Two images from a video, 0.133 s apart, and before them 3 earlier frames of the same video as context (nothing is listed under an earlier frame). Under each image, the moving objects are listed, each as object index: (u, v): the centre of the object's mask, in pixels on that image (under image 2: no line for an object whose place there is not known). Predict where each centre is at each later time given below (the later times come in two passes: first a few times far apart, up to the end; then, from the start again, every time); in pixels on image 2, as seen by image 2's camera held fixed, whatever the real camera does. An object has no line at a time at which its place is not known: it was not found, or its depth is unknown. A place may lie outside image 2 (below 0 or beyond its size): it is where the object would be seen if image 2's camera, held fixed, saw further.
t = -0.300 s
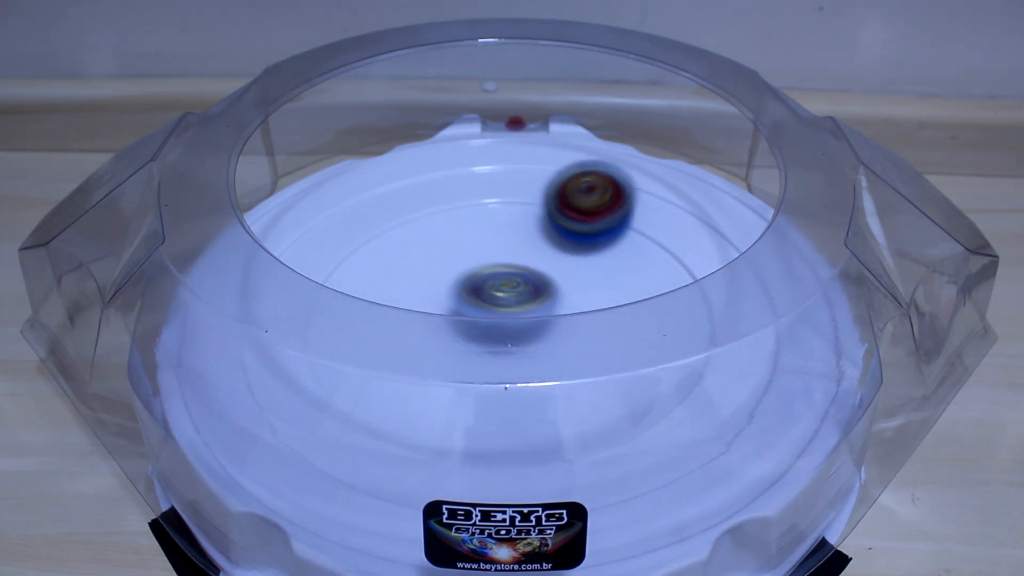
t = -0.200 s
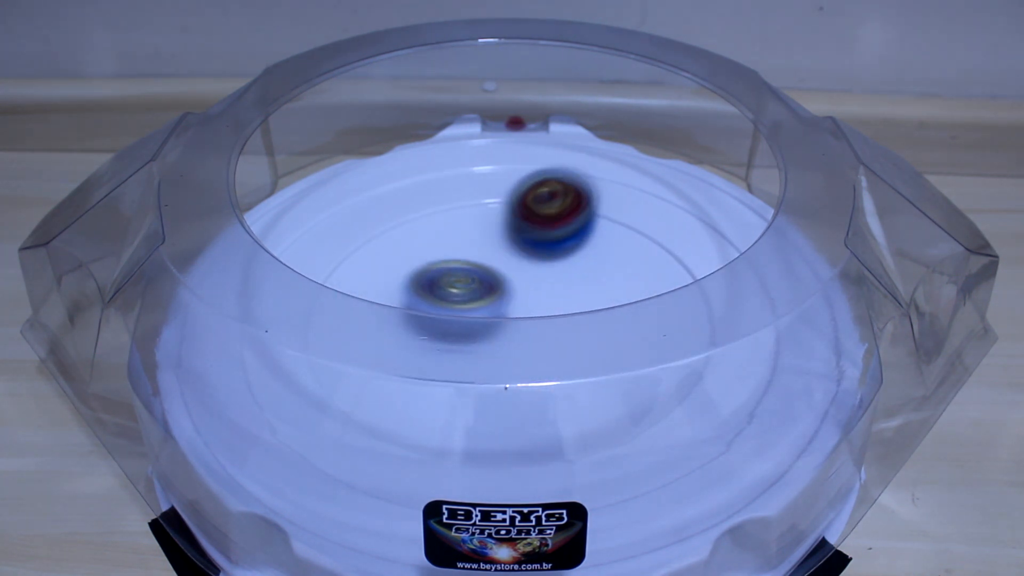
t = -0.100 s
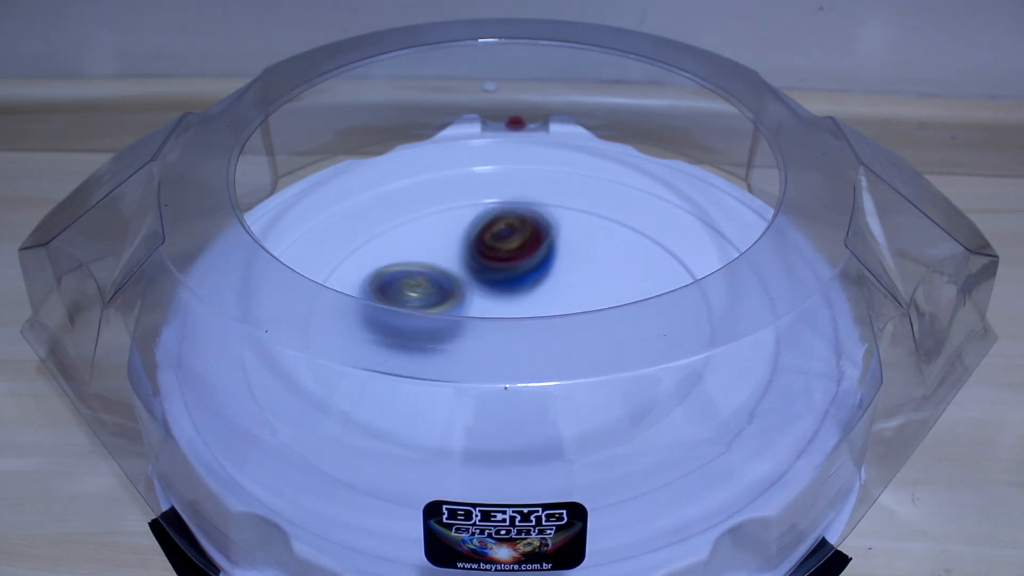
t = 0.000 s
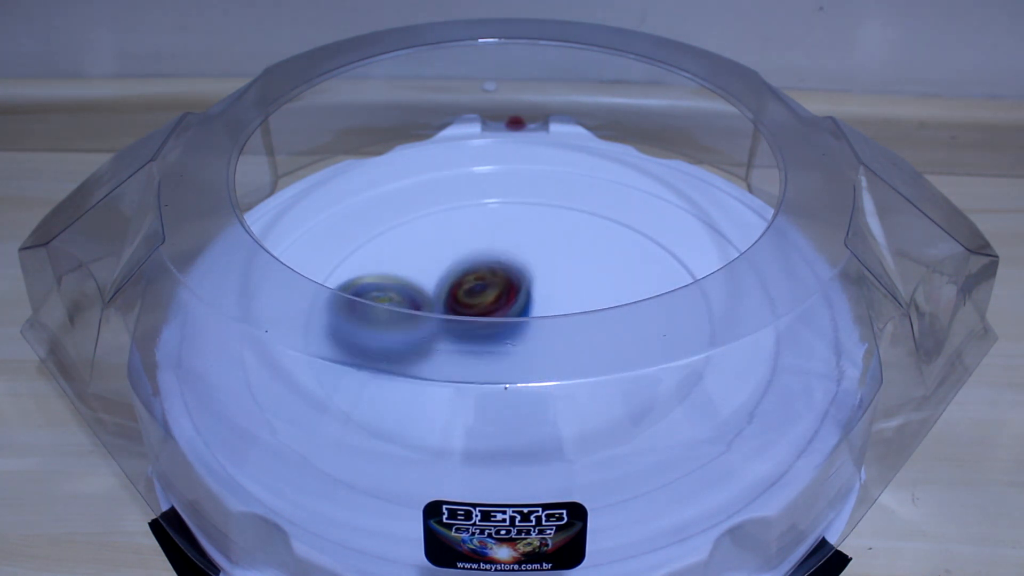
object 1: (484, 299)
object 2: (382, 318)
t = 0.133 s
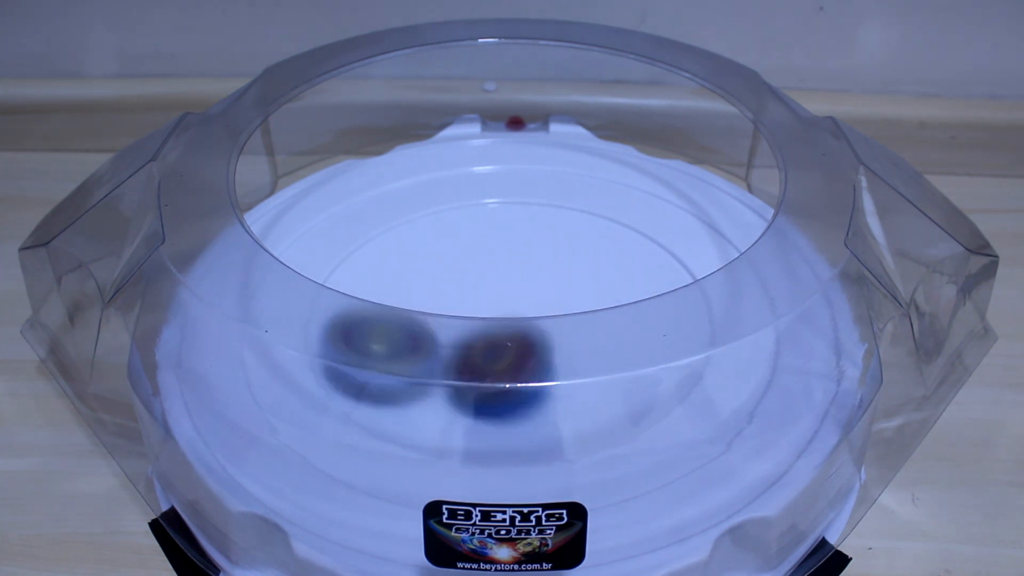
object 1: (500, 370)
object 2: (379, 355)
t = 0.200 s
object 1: (525, 392)
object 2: (402, 370)
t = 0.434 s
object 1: (645, 388)
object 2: (446, 323)
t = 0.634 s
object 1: (612, 336)
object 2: (427, 272)
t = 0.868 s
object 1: (469, 309)
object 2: (363, 242)
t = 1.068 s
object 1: (426, 369)
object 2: (366, 245)
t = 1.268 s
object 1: (462, 408)
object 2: (393, 226)
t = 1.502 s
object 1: (509, 354)
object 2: (476, 244)
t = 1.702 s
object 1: (466, 350)
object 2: (555, 230)
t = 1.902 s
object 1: (452, 371)
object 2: (602, 247)
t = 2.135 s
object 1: (486, 355)
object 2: (613, 297)
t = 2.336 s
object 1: (475, 303)
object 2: (589, 339)
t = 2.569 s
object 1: (459, 263)
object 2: (519, 368)
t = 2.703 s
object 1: (457, 255)
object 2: (476, 365)
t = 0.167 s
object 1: (511, 382)
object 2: (388, 363)
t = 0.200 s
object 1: (525, 392)
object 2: (402, 370)
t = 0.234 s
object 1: (548, 399)
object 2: (412, 371)
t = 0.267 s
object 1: (573, 403)
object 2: (420, 368)
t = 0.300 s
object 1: (595, 403)
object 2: (428, 363)
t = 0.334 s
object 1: (612, 402)
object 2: (436, 354)
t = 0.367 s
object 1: (628, 398)
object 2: (441, 345)
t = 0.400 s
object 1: (639, 393)
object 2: (444, 335)
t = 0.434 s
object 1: (645, 388)
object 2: (446, 323)
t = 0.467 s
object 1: (650, 381)
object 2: (446, 314)
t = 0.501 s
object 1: (652, 373)
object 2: (443, 304)
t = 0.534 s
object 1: (650, 364)
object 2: (441, 295)
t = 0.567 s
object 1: (645, 356)
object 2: (437, 288)
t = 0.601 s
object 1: (631, 347)
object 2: (432, 280)
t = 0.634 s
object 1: (612, 336)
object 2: (427, 272)
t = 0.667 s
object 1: (591, 325)
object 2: (421, 267)
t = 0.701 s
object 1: (568, 318)
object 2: (414, 262)
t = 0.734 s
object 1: (542, 311)
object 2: (408, 252)
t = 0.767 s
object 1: (516, 304)
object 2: (400, 251)
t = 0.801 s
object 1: (490, 300)
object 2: (393, 253)
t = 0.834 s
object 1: (479, 303)
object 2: (378, 249)
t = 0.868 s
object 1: (469, 309)
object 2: (363, 242)
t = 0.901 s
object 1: (460, 316)
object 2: (352, 238)
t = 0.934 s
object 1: (449, 321)
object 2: (349, 242)
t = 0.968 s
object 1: (437, 326)
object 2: (355, 253)
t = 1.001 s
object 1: (426, 331)
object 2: (361, 257)
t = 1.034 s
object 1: (423, 352)
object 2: (365, 254)
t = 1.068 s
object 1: (426, 369)
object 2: (366, 245)
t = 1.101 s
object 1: (432, 383)
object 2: (368, 238)
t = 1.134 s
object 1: (437, 393)
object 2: (371, 230)
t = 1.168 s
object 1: (442, 400)
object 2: (375, 228)
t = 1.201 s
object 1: (446, 405)
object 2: (380, 227)
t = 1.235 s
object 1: (453, 407)
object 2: (386, 225)
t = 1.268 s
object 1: (462, 408)
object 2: (393, 226)
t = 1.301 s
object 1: (472, 406)
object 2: (403, 227)
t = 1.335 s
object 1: (481, 402)
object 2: (413, 229)
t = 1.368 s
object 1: (491, 395)
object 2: (425, 231)
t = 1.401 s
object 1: (497, 387)
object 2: (438, 234)
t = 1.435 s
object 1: (503, 377)
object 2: (450, 237)
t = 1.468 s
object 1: (508, 366)
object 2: (463, 241)
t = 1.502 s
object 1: (509, 354)
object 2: (476, 244)
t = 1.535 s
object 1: (509, 340)
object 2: (488, 247)
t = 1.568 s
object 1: (506, 327)
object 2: (499, 245)
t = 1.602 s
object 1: (497, 326)
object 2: (511, 242)
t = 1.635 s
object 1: (485, 337)
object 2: (527, 235)
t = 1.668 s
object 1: (474, 344)
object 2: (541, 231)
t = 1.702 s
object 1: (466, 350)
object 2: (555, 230)
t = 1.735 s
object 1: (459, 356)
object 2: (568, 229)
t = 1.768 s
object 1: (454, 360)
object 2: (576, 231)
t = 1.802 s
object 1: (451, 365)
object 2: (583, 234)
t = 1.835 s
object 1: (450, 367)
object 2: (589, 241)
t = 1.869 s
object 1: (450, 369)
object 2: (596, 243)
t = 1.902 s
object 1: (452, 371)
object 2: (602, 247)
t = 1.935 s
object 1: (455, 373)
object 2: (606, 255)
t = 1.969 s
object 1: (460, 374)
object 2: (610, 261)
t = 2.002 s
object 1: (466, 372)
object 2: (614, 267)
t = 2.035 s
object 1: (471, 370)
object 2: (616, 275)
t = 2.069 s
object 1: (477, 368)
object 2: (616, 282)
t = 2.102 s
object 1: (482, 361)
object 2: (615, 290)
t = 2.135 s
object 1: (486, 355)
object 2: (613, 297)
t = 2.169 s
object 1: (490, 347)
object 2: (610, 305)
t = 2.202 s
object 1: (493, 339)
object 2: (606, 313)
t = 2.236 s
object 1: (492, 329)
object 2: (602, 322)
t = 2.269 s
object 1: (487, 319)
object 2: (601, 328)
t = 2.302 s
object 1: (480, 312)
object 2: (596, 333)
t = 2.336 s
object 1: (475, 303)
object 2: (589, 339)
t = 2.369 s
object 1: (471, 296)
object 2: (581, 346)
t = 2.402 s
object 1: (467, 289)
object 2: (571, 354)
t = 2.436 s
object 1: (465, 280)
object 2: (562, 358)
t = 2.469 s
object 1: (463, 276)
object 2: (552, 361)
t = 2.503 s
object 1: (461, 272)
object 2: (541, 365)
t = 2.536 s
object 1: (460, 267)
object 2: (530, 367)
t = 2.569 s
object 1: (459, 263)
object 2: (519, 368)
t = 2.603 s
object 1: (459, 260)
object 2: (508, 369)
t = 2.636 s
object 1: (457, 257)
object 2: (497, 368)
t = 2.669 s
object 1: (457, 255)
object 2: (486, 367)
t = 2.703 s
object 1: (457, 255)
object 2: (476, 365)
